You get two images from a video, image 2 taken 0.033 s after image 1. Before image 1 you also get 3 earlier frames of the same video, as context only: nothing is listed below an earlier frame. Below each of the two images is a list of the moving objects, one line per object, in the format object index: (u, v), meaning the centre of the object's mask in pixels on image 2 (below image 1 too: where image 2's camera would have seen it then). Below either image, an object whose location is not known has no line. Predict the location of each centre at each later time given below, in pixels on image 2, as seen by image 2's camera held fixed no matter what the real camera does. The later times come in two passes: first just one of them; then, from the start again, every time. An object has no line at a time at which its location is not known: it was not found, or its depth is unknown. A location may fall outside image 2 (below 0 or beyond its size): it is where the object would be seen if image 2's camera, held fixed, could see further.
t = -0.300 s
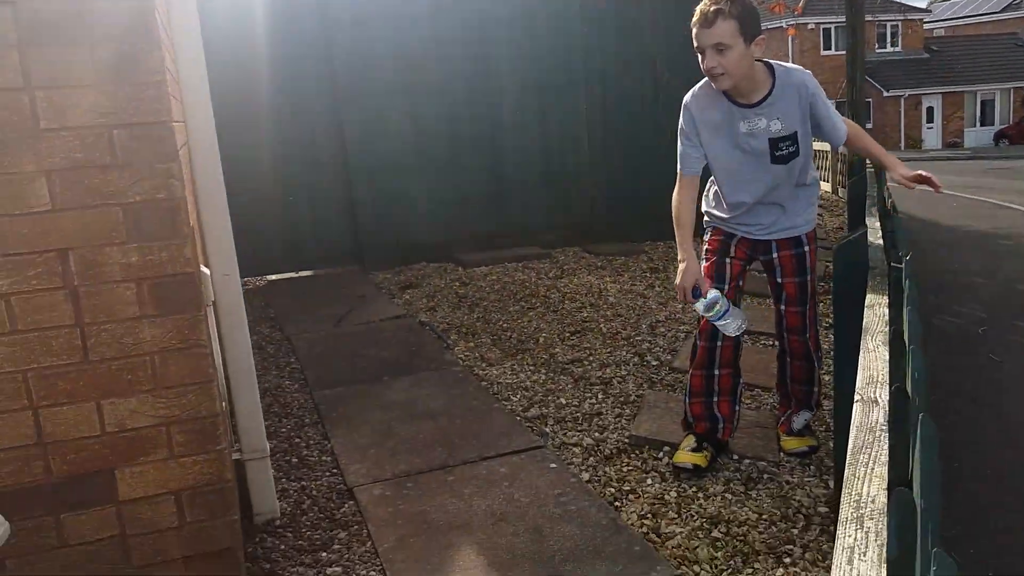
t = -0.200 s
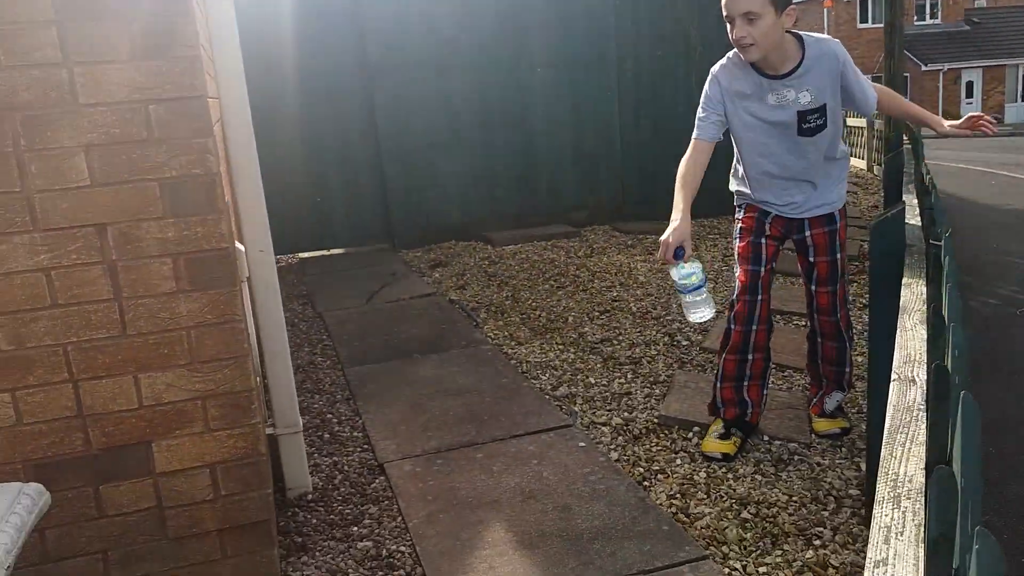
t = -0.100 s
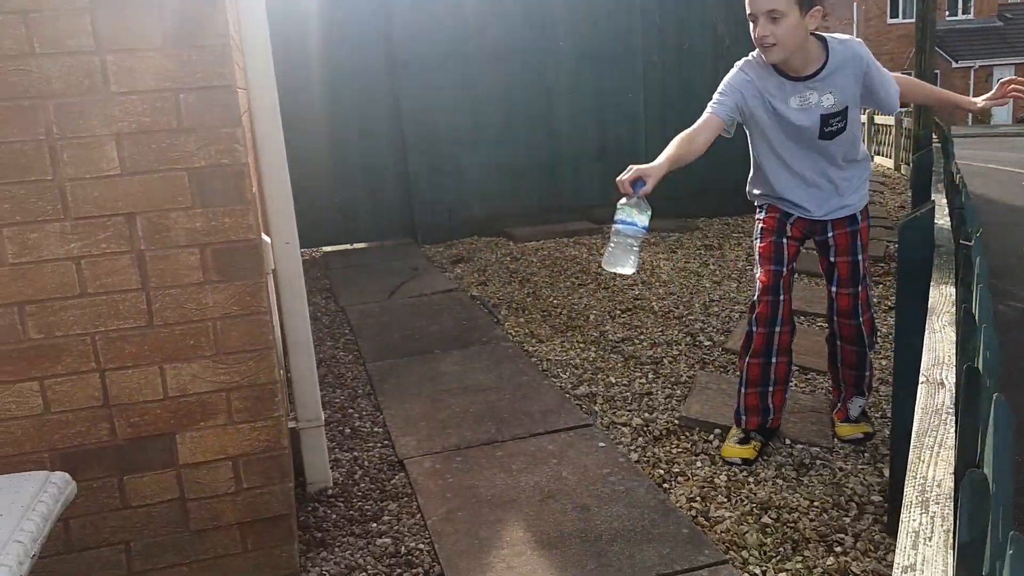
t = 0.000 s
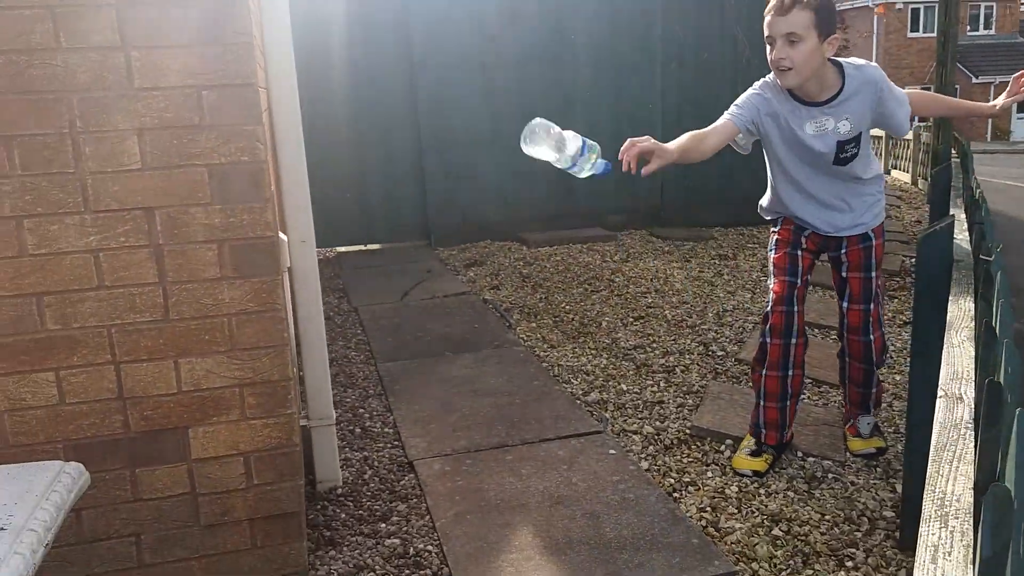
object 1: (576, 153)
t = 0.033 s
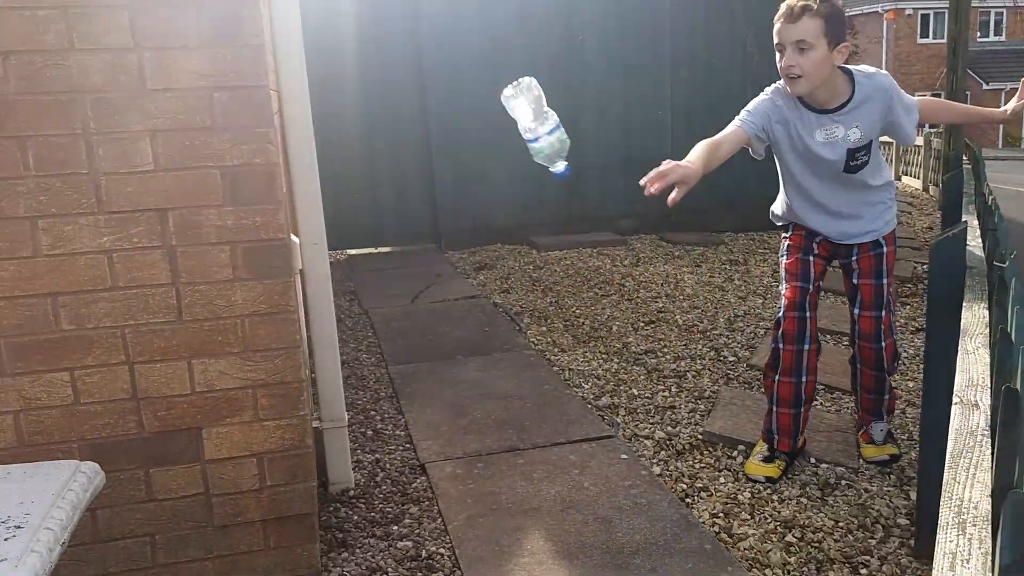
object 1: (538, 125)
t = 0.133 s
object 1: (400, 25)
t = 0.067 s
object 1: (496, 90)
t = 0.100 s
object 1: (451, 53)
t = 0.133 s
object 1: (400, 25)
